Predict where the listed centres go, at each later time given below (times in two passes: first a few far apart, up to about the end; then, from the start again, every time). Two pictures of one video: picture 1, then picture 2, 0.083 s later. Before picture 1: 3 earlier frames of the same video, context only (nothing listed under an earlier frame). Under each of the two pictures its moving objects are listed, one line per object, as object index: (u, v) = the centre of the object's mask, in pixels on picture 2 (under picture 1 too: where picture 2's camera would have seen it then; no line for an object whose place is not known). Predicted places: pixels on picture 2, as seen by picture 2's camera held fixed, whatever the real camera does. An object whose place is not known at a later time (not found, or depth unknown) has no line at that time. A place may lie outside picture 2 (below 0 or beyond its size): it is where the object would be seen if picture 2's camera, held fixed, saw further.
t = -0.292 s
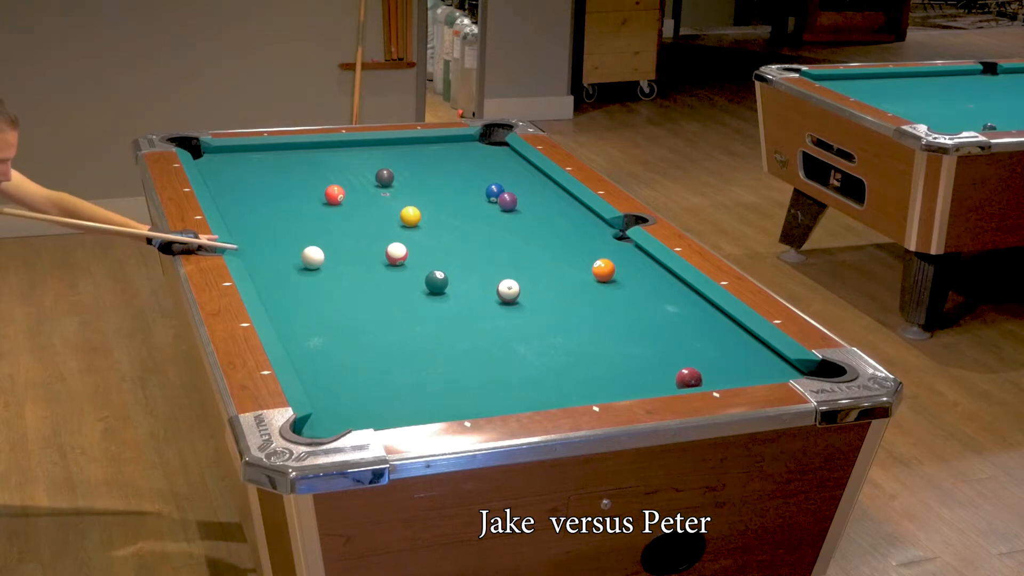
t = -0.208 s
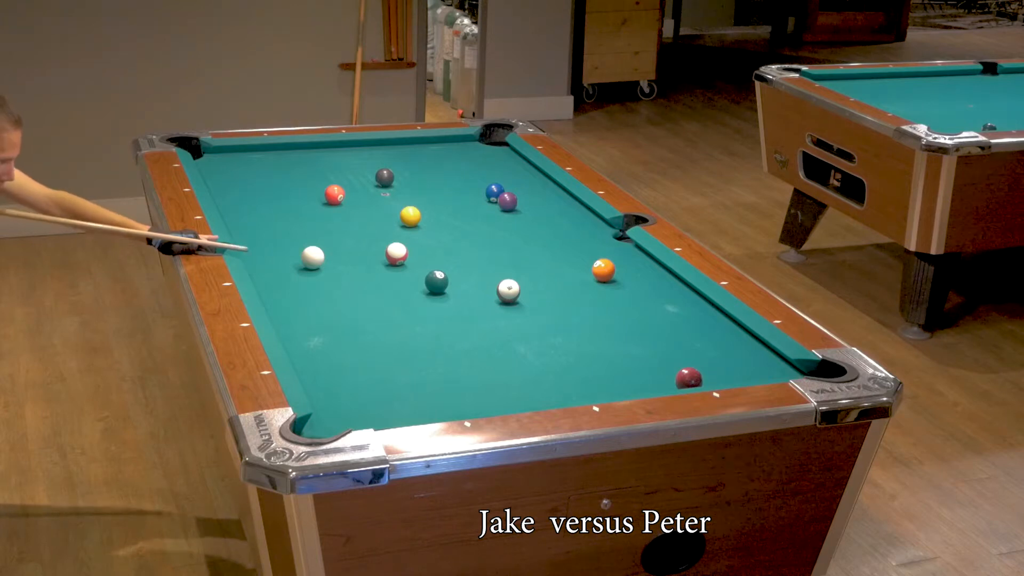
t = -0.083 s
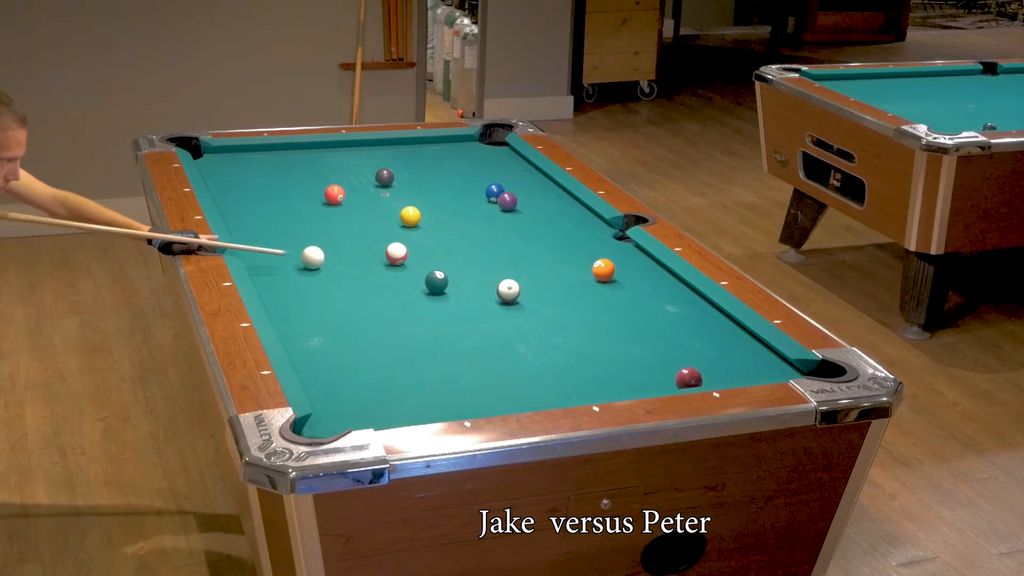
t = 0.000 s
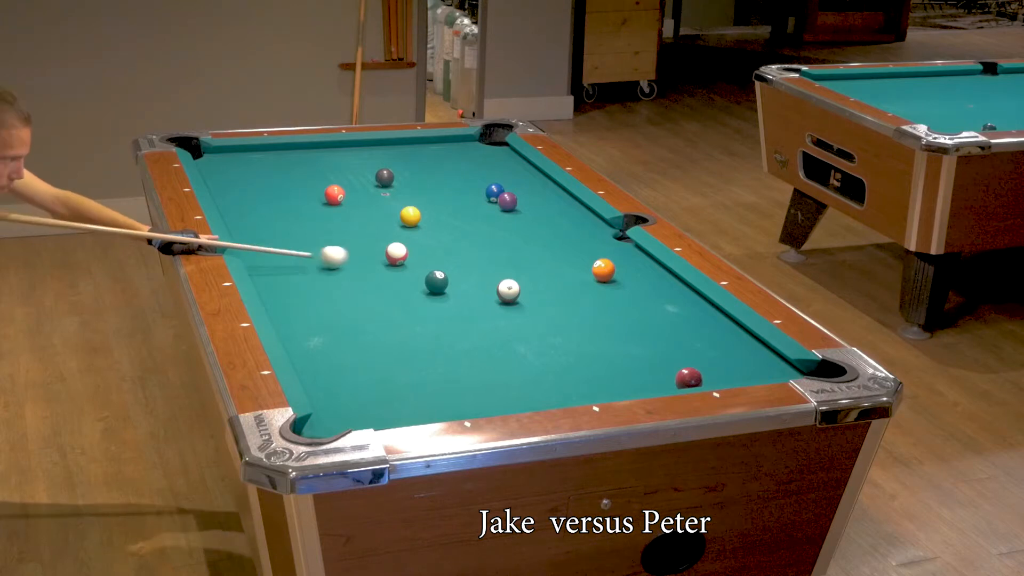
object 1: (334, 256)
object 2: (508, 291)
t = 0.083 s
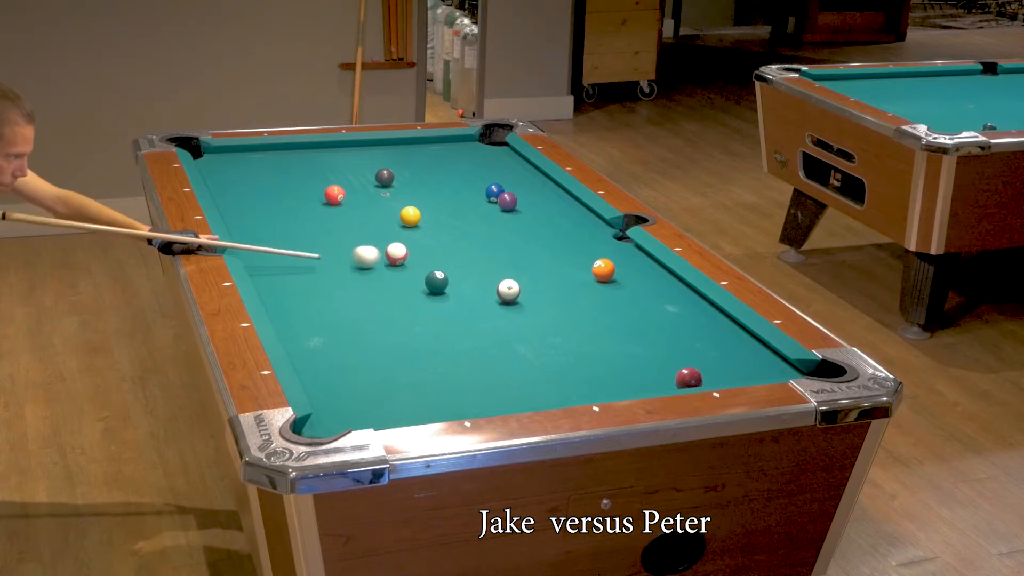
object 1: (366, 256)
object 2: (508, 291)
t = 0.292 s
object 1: (398, 262)
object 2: (508, 291)
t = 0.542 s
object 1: (429, 267)
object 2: (508, 291)
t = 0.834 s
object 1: (467, 278)
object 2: (508, 291)
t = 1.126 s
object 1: (495, 283)
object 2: (513, 293)
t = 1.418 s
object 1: (509, 283)
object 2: (526, 298)
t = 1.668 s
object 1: (517, 283)
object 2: (536, 302)
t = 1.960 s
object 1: (524, 283)
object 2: (544, 306)
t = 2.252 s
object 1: (528, 283)
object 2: (551, 309)
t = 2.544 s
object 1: (529, 283)
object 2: (556, 311)
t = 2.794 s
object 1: (528, 283)
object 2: (559, 312)
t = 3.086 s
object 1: (528, 283)
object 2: (560, 312)
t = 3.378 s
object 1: (528, 283)
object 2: (559, 311)
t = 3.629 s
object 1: (528, 283)
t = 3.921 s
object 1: (528, 283)
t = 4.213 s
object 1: (528, 283)
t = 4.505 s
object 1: (528, 283)
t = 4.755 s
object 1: (528, 283)
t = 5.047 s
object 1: (528, 283)
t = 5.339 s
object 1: (528, 283)
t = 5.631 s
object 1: (528, 283)
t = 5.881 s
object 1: (528, 283)
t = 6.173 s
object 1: (528, 283)
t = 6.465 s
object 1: (528, 283)
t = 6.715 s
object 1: (528, 283)
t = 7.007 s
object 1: (528, 283)
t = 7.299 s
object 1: (528, 283)
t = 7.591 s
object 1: (528, 283)
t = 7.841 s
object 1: (528, 283)
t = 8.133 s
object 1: (528, 283)
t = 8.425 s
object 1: (528, 283)
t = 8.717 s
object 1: (528, 283)
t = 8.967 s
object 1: (528, 283)
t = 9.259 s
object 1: (528, 283)
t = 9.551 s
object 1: (528, 283)
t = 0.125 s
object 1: (377, 257)
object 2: (508, 291)
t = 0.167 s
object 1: (381, 258)
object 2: (508, 291)
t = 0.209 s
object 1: (386, 260)
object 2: (508, 291)
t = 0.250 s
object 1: (392, 261)
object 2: (508, 291)
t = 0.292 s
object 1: (398, 262)
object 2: (508, 291)
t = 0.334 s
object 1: (403, 263)
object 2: (508, 291)
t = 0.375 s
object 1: (409, 265)
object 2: (508, 291)
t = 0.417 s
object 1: (414, 266)
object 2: (508, 291)
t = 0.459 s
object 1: (419, 267)
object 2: (508, 291)
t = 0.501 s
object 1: (424, 267)
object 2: (508, 291)
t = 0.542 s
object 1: (429, 267)
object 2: (508, 291)
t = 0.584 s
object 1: (435, 266)
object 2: (508, 291)
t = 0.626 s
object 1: (442, 267)
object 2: (508, 291)
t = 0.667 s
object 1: (448, 271)
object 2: (508, 291)
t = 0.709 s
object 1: (453, 273)
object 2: (508, 291)
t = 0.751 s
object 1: (457, 275)
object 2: (508, 291)
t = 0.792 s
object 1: (462, 277)
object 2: (508, 291)
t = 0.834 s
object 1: (467, 278)
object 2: (508, 291)
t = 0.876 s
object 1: (472, 279)
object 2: (508, 291)
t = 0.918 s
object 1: (477, 280)
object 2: (508, 291)
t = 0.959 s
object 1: (482, 281)
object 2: (508, 291)
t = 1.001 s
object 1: (486, 282)
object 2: (508, 291)
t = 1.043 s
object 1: (490, 283)
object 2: (508, 291)
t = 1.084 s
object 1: (493, 283)
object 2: (510, 292)
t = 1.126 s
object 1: (495, 283)
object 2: (513, 293)
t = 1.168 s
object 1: (497, 283)
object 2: (515, 294)
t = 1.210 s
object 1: (500, 283)
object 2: (517, 295)
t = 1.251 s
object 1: (502, 283)
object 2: (519, 295)
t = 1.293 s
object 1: (504, 283)
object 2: (521, 296)
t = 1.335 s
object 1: (505, 283)
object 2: (523, 297)
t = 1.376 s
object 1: (507, 283)
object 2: (525, 298)
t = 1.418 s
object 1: (509, 283)
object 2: (526, 298)
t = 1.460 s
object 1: (510, 283)
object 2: (528, 299)
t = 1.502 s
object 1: (512, 283)
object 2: (530, 299)
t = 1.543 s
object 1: (513, 283)
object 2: (531, 300)
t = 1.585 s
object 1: (514, 283)
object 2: (533, 301)
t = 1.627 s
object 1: (516, 283)
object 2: (534, 301)
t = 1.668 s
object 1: (517, 283)
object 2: (536, 302)
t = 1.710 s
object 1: (518, 283)
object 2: (537, 303)
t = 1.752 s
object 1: (519, 283)
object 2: (538, 303)
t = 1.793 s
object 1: (520, 283)
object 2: (540, 304)
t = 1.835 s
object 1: (521, 283)
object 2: (541, 304)
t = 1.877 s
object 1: (522, 283)
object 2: (542, 305)
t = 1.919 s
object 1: (523, 283)
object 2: (543, 306)
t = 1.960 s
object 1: (524, 283)
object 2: (544, 306)
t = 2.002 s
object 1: (524, 283)
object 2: (545, 306)
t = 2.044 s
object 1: (525, 283)
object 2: (547, 307)
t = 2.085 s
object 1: (526, 283)
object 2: (548, 307)
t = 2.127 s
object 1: (526, 283)
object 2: (548, 308)
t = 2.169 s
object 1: (527, 283)
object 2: (549, 308)
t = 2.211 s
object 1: (528, 283)
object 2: (550, 309)
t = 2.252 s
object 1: (528, 283)
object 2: (551, 309)
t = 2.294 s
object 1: (528, 283)
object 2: (552, 309)
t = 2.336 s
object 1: (529, 283)
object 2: (552, 309)
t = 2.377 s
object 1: (529, 283)
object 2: (553, 310)
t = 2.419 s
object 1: (529, 283)
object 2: (554, 310)
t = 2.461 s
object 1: (529, 283)
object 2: (555, 311)
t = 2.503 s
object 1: (529, 283)
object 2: (555, 311)
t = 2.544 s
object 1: (529, 283)
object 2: (556, 311)
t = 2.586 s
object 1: (528, 283)
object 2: (557, 311)
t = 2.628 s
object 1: (528, 283)
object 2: (557, 311)
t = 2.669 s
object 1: (528, 283)
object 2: (558, 311)
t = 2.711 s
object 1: (528, 283)
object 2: (558, 312)
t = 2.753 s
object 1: (528, 283)
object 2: (559, 312)
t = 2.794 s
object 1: (528, 283)
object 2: (559, 312)
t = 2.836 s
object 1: (528, 283)
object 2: (559, 312)
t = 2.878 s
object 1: (528, 283)
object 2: (559, 312)
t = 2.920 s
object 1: (528, 283)
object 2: (560, 312)
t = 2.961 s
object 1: (528, 283)
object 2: (560, 312)
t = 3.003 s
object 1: (528, 283)
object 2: (560, 312)
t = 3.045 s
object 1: (528, 283)
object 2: (560, 312)
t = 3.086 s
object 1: (528, 283)
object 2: (560, 312)
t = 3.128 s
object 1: (528, 283)
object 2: (560, 311)
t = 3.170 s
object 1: (528, 283)
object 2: (559, 311)
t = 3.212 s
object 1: (528, 283)
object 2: (559, 311)
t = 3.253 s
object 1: (528, 283)
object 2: (559, 311)
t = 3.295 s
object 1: (528, 283)
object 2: (559, 311)
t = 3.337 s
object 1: (528, 284)
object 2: (559, 311)
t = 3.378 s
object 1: (528, 283)
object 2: (559, 311)
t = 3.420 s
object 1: (528, 283)
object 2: (559, 311)
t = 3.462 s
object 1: (528, 283)
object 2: (559, 311)
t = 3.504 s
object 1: (528, 283)
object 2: (559, 311)
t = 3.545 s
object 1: (528, 283)
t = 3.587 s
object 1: (528, 283)
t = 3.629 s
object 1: (528, 283)
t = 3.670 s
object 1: (528, 283)
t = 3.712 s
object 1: (528, 283)
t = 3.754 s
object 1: (528, 283)
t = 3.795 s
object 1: (528, 283)
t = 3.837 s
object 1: (528, 283)
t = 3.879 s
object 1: (528, 283)
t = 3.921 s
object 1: (528, 283)
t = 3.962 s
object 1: (528, 283)
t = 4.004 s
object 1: (528, 283)
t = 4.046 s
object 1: (528, 283)
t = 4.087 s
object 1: (528, 283)
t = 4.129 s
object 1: (528, 283)
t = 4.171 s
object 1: (528, 283)
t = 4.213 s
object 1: (528, 283)
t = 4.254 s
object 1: (528, 283)
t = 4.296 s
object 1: (528, 283)
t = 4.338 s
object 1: (528, 283)
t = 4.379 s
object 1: (528, 283)
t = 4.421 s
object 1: (528, 283)
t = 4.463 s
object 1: (528, 283)
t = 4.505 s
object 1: (528, 283)
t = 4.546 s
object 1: (528, 283)
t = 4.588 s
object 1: (528, 283)
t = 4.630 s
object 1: (528, 283)
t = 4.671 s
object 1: (528, 283)
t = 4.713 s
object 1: (528, 283)
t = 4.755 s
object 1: (528, 283)
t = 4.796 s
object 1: (528, 283)
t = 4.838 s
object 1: (528, 283)
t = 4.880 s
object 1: (528, 283)
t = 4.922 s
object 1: (528, 283)
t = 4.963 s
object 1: (528, 283)
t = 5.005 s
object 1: (528, 283)
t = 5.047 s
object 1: (528, 283)
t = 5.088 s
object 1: (528, 283)
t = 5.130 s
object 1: (528, 283)
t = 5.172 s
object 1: (528, 283)
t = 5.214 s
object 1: (528, 283)
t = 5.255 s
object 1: (528, 283)
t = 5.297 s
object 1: (528, 283)
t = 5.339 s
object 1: (528, 283)
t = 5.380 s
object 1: (528, 283)
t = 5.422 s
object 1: (528, 283)
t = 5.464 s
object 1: (528, 283)
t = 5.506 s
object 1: (528, 283)
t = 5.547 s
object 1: (528, 283)
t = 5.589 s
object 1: (528, 283)
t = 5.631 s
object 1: (528, 283)
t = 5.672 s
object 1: (528, 283)
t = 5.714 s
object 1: (528, 283)
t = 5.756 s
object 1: (528, 283)
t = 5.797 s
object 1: (528, 283)
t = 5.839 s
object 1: (528, 283)
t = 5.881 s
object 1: (528, 283)
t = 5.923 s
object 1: (528, 283)
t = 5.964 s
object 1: (528, 283)
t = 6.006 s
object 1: (528, 283)
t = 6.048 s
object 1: (528, 283)
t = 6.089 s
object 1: (528, 283)
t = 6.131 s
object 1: (528, 283)
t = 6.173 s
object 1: (528, 283)
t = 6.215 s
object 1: (528, 283)
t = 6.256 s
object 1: (528, 283)
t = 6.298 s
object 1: (528, 283)
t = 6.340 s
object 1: (528, 283)
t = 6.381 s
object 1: (528, 283)
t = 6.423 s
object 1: (528, 283)
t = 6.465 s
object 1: (528, 283)
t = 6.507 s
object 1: (528, 283)
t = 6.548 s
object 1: (528, 283)
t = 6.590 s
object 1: (528, 283)
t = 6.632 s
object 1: (528, 283)
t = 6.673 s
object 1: (528, 283)
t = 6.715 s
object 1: (528, 283)
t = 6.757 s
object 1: (528, 283)
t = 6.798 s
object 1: (528, 283)
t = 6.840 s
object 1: (528, 283)
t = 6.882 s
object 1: (528, 283)
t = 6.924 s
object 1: (528, 283)
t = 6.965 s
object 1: (528, 283)
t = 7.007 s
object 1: (528, 283)
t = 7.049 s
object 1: (528, 283)
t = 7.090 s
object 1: (528, 283)
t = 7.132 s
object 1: (528, 283)
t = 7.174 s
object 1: (528, 283)
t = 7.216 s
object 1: (528, 283)
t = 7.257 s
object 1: (528, 283)
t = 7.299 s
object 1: (528, 283)
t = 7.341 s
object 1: (528, 283)
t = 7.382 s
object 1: (528, 283)
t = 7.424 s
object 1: (528, 283)
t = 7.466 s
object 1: (528, 283)
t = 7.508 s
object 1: (528, 283)
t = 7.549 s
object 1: (528, 283)
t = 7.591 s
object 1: (528, 283)
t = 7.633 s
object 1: (528, 283)
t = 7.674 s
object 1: (528, 283)
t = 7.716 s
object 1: (528, 283)
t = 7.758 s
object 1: (528, 283)
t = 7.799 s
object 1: (528, 283)
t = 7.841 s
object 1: (528, 283)
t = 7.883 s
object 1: (528, 283)
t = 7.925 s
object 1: (528, 283)
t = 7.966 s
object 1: (528, 283)
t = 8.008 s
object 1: (528, 283)
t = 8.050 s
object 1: (528, 283)
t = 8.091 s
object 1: (528, 283)
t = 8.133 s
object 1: (528, 283)
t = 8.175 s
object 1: (528, 283)
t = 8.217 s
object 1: (528, 283)
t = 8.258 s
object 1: (528, 283)
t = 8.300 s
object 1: (528, 283)
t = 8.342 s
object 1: (528, 283)
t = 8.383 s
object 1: (528, 283)
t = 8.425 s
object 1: (528, 283)
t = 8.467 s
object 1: (528, 283)
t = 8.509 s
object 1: (528, 283)
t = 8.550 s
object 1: (528, 283)
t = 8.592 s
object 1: (528, 283)
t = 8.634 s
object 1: (528, 283)
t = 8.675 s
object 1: (528, 283)
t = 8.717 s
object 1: (528, 283)
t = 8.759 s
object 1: (528, 283)
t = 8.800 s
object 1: (528, 283)
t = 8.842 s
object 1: (528, 283)
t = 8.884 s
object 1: (528, 283)
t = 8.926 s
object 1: (528, 283)
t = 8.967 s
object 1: (528, 283)
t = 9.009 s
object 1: (528, 283)
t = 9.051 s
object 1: (528, 283)
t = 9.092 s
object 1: (528, 283)
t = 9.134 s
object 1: (528, 283)
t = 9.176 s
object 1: (528, 283)
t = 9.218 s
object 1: (528, 283)
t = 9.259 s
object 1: (528, 283)
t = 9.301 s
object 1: (528, 283)
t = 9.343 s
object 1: (528, 283)
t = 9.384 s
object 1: (528, 283)
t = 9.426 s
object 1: (528, 283)
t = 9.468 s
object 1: (528, 283)
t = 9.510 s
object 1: (528, 283)
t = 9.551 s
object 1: (528, 283)
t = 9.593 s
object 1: (528, 283)
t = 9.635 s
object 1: (528, 283)
